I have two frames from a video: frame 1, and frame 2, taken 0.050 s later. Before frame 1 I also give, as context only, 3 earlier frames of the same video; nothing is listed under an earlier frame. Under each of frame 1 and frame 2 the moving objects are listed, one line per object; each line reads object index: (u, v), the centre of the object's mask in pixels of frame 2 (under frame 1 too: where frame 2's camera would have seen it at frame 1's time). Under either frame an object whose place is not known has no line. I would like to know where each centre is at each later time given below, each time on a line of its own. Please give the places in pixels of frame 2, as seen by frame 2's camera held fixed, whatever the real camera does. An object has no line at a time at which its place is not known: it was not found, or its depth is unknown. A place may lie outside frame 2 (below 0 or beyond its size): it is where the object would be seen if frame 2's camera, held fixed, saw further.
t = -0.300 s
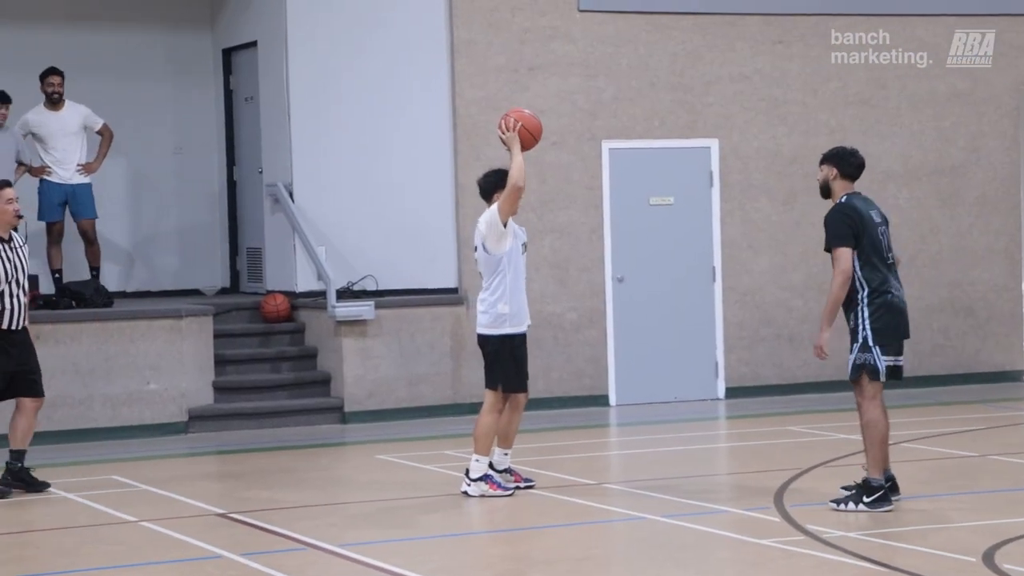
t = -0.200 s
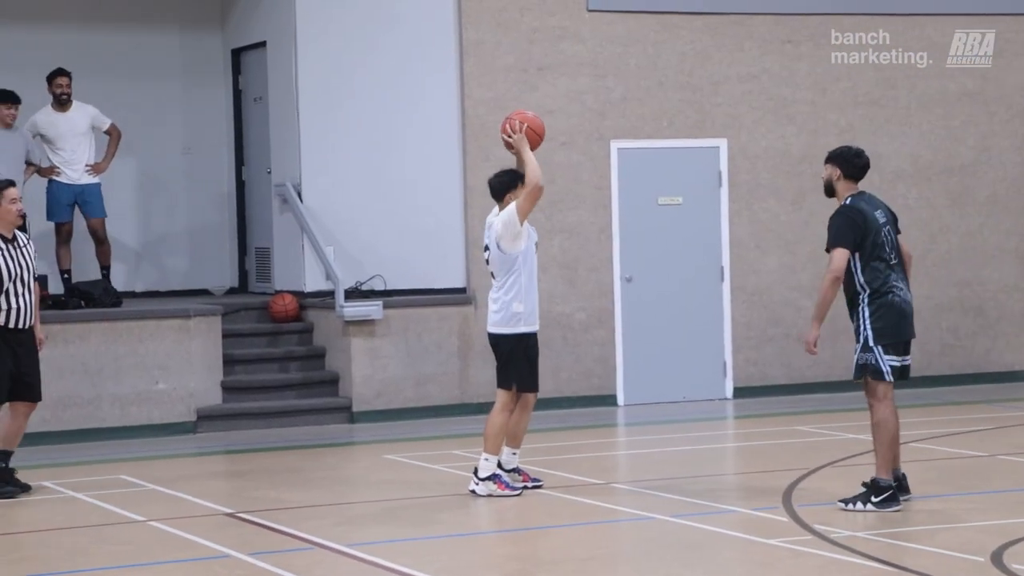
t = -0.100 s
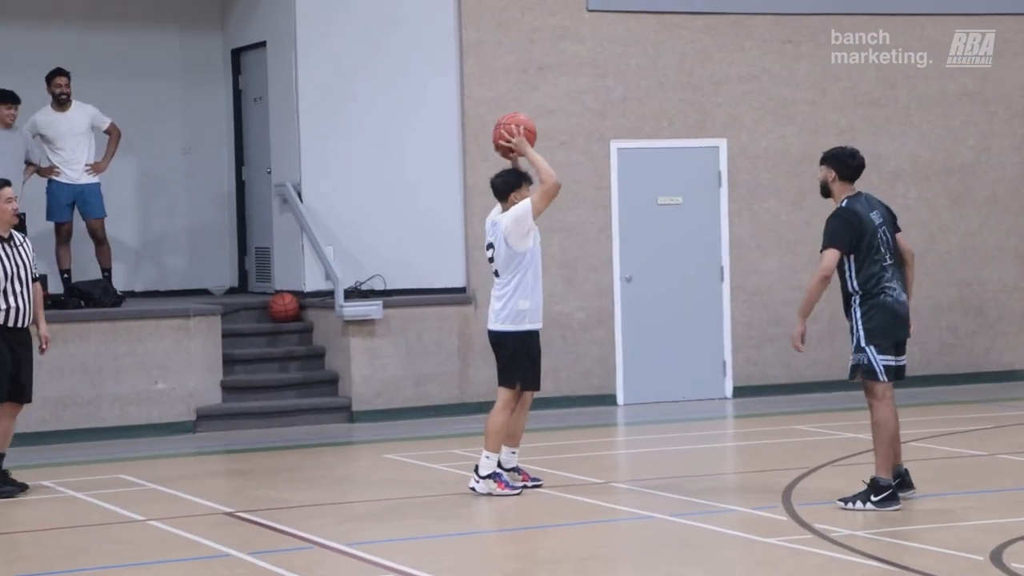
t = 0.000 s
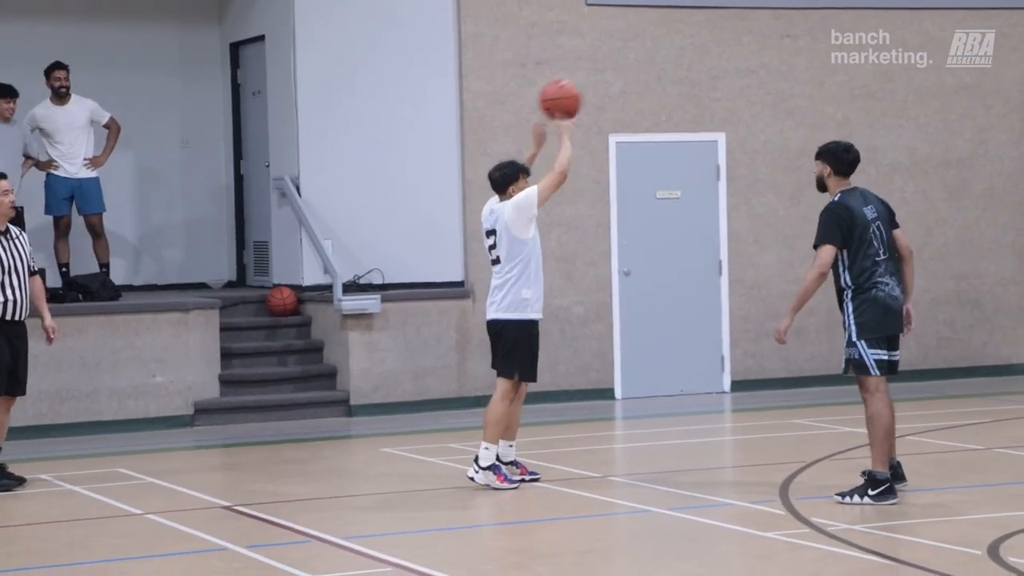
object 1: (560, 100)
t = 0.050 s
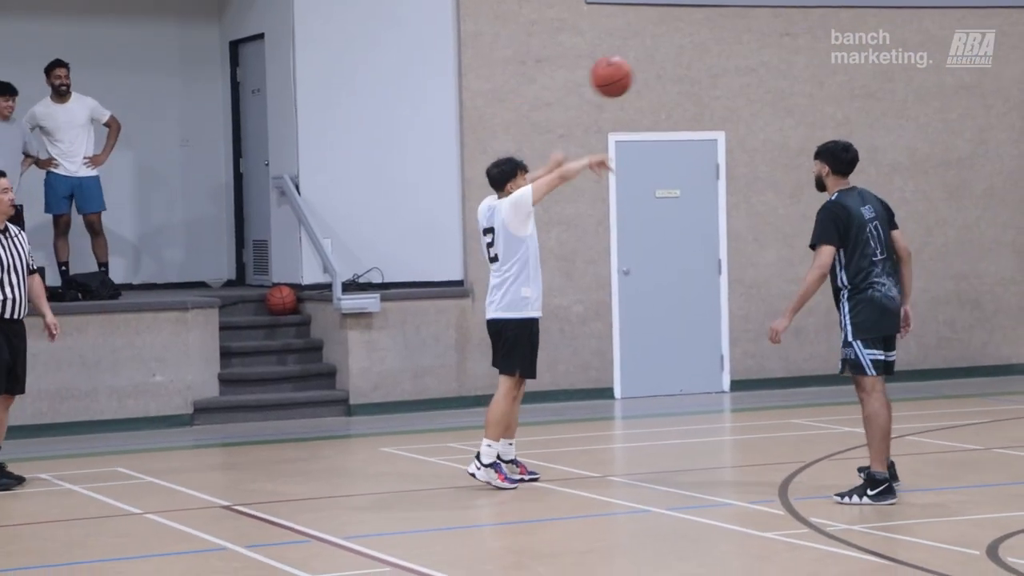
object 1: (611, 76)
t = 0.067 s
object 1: (629, 70)
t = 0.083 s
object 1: (646, 64)
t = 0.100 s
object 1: (662, 59)
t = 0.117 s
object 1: (679, 54)
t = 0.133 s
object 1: (695, 49)
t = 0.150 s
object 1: (711, 46)
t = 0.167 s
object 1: (727, 42)
